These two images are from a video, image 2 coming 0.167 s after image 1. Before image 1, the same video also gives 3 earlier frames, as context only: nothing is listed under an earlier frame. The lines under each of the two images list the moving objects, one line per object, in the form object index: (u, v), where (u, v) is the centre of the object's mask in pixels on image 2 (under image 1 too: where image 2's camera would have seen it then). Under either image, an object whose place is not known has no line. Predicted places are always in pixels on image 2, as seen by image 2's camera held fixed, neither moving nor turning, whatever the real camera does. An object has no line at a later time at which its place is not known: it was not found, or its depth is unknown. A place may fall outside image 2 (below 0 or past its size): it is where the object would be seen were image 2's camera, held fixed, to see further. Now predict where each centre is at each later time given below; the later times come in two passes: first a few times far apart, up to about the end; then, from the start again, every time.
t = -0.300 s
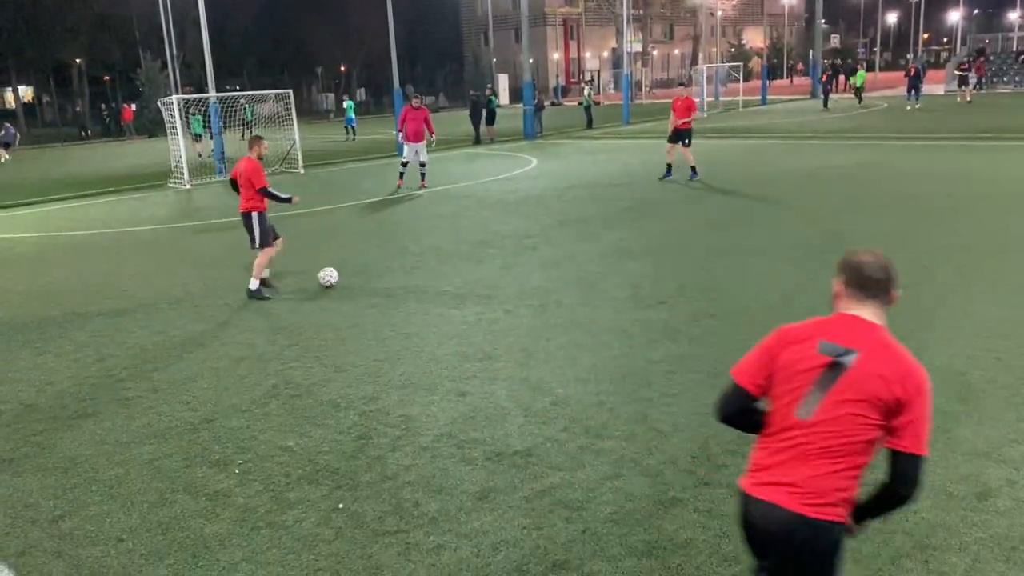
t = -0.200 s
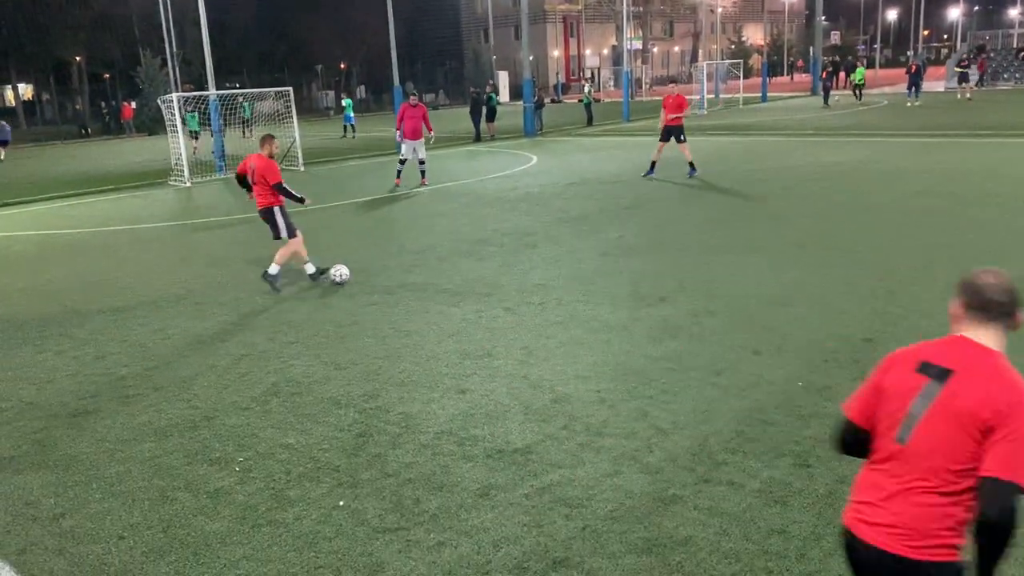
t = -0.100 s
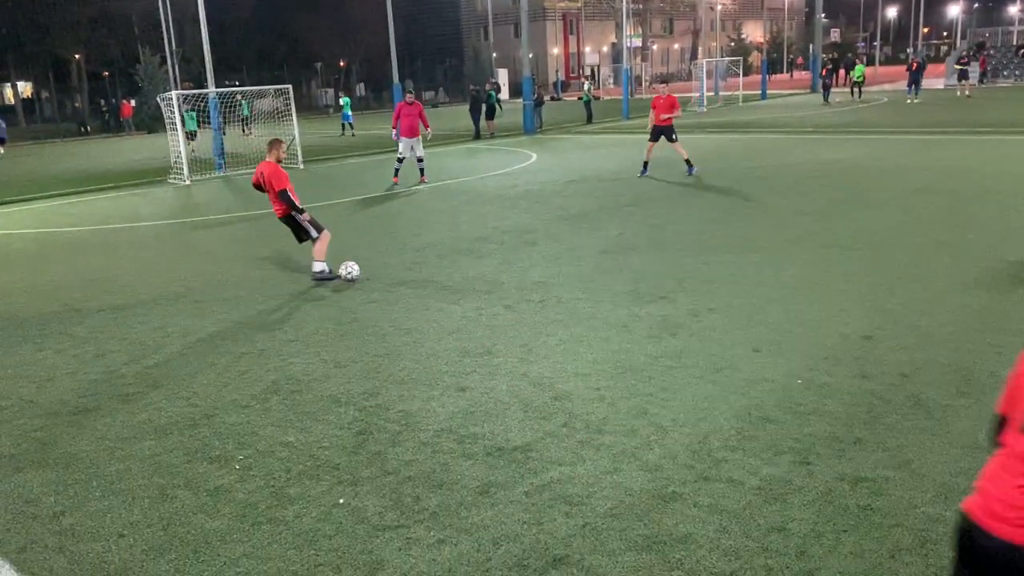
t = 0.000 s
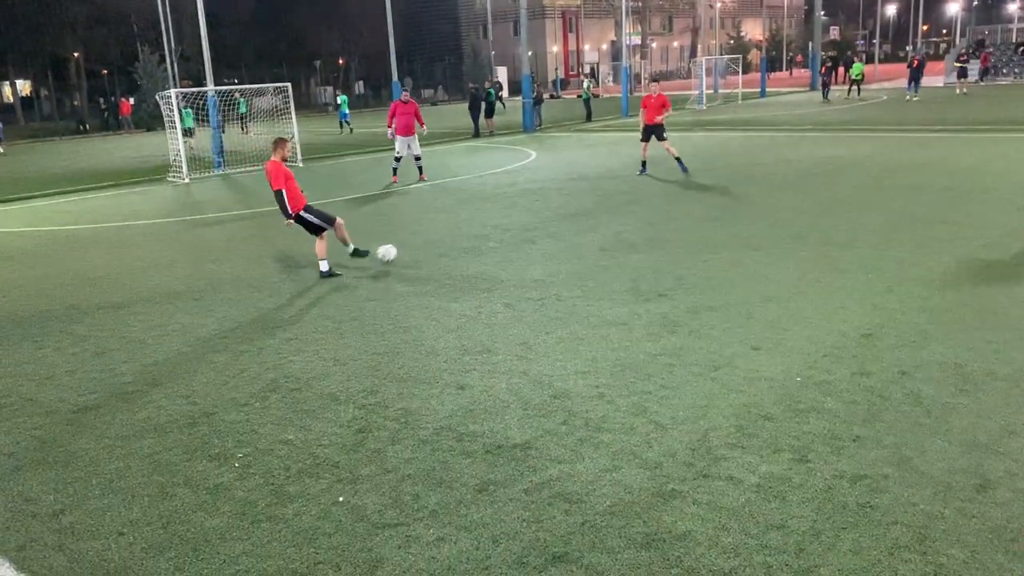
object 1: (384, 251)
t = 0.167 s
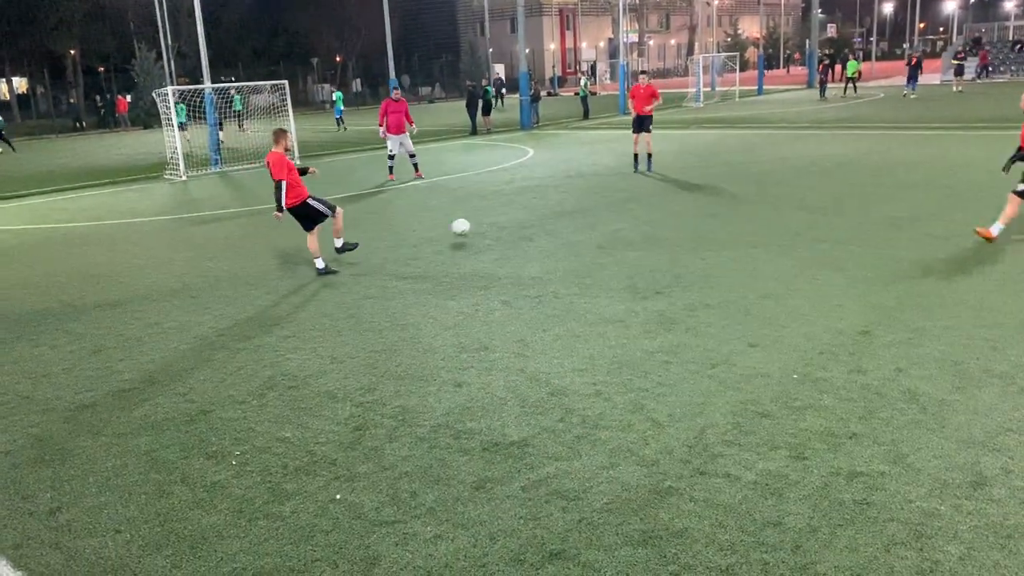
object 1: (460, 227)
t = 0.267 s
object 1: (496, 217)
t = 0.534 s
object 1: (563, 195)
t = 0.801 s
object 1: (610, 182)
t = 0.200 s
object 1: (474, 225)
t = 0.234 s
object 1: (485, 223)
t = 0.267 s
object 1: (496, 217)
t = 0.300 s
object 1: (505, 212)
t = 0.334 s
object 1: (515, 209)
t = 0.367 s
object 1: (525, 207)
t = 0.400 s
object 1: (533, 206)
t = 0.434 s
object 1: (542, 205)
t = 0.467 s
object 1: (549, 202)
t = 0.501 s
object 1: (556, 198)
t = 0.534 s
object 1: (563, 195)
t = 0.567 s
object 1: (569, 192)
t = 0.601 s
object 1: (575, 191)
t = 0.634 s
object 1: (582, 189)
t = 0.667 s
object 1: (588, 189)
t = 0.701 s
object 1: (594, 189)
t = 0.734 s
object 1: (599, 186)
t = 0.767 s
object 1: (605, 184)
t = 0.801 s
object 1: (610, 182)
